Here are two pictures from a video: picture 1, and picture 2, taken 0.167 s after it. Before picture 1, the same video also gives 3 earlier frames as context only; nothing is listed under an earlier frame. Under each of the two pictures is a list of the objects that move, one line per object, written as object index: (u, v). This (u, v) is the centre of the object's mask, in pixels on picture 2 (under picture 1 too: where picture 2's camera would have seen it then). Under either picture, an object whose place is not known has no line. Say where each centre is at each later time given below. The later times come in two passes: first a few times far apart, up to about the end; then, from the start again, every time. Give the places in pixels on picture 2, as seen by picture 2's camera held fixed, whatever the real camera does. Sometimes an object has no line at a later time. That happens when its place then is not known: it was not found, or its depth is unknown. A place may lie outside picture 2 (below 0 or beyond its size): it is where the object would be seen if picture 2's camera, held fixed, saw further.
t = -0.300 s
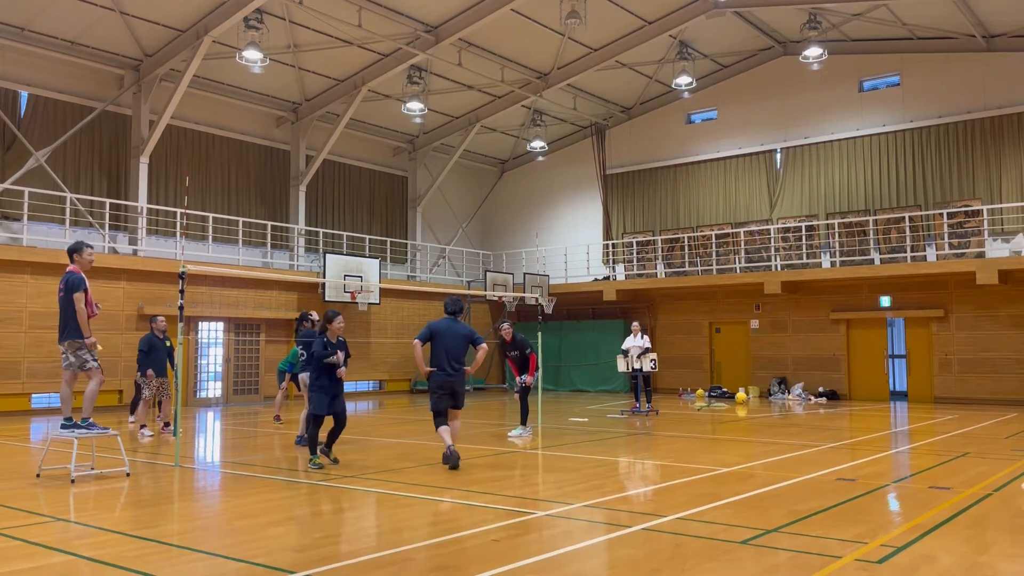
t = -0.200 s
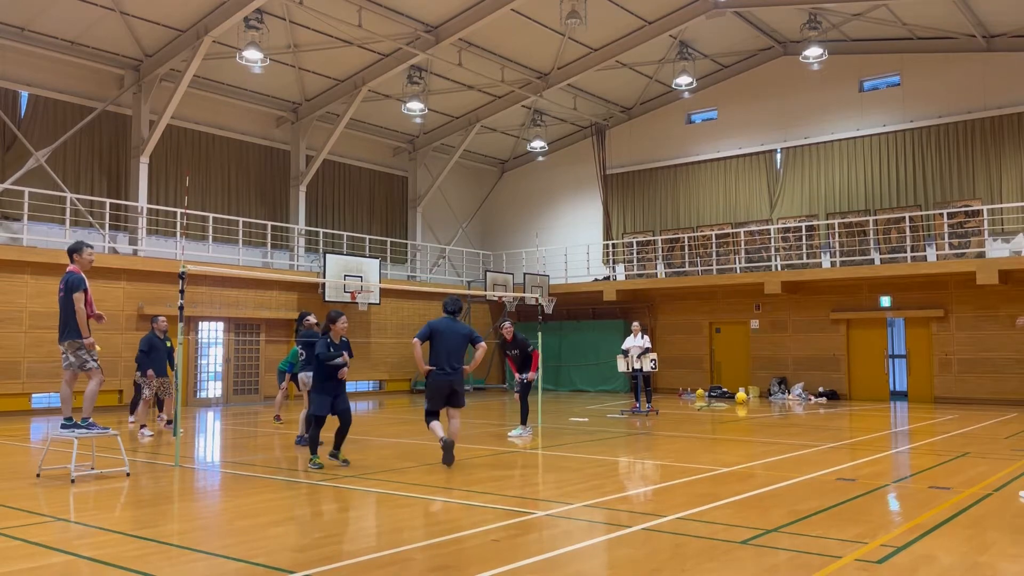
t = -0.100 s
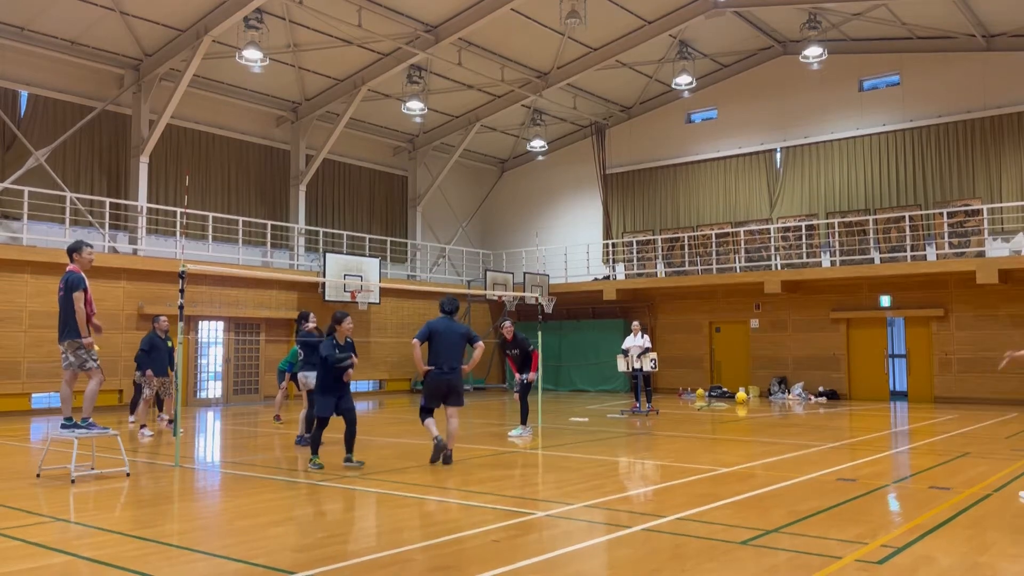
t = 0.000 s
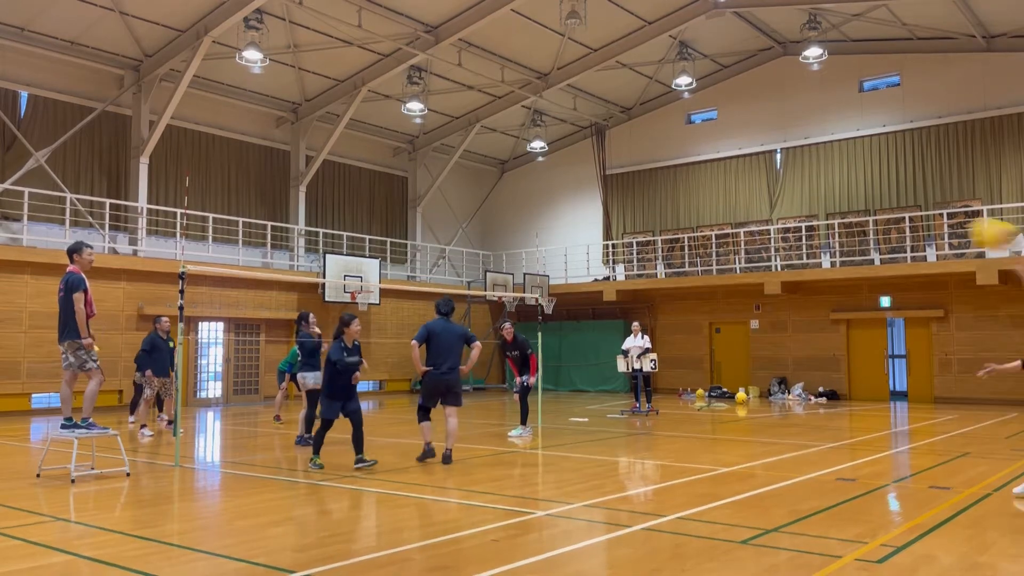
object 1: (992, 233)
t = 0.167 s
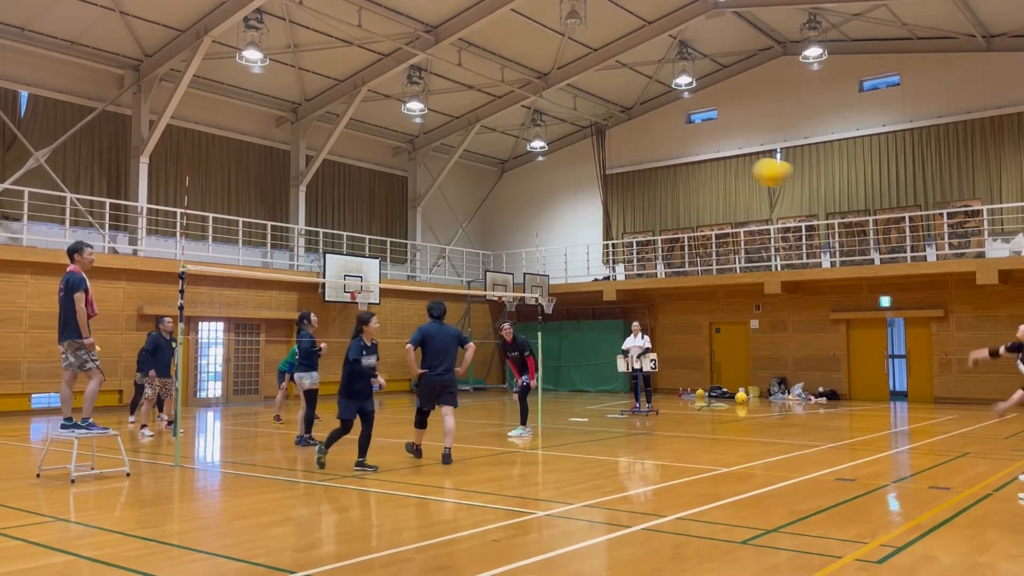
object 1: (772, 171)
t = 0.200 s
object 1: (736, 165)
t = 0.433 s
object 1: (529, 138)
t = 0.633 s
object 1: (395, 150)
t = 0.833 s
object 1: (283, 186)
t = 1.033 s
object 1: (191, 246)
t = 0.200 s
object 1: (736, 165)
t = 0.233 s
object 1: (701, 157)
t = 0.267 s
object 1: (669, 152)
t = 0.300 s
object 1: (638, 148)
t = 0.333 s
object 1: (609, 144)
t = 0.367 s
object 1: (582, 141)
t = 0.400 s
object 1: (557, 140)
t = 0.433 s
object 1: (529, 138)
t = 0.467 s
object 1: (505, 140)
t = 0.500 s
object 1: (482, 140)
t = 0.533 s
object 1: (459, 141)
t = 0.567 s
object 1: (437, 144)
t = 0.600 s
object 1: (416, 147)
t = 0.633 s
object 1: (395, 150)
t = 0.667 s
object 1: (375, 154)
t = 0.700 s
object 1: (355, 159)
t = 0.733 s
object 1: (337, 165)
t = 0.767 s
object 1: (319, 171)
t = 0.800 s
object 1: (301, 178)
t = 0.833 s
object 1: (283, 186)
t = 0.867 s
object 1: (267, 194)
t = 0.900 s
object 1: (251, 203)
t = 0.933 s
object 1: (236, 213)
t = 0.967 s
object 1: (220, 224)
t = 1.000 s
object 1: (205, 235)
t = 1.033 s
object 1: (191, 246)
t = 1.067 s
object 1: (176, 257)
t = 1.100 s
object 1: (162, 271)
